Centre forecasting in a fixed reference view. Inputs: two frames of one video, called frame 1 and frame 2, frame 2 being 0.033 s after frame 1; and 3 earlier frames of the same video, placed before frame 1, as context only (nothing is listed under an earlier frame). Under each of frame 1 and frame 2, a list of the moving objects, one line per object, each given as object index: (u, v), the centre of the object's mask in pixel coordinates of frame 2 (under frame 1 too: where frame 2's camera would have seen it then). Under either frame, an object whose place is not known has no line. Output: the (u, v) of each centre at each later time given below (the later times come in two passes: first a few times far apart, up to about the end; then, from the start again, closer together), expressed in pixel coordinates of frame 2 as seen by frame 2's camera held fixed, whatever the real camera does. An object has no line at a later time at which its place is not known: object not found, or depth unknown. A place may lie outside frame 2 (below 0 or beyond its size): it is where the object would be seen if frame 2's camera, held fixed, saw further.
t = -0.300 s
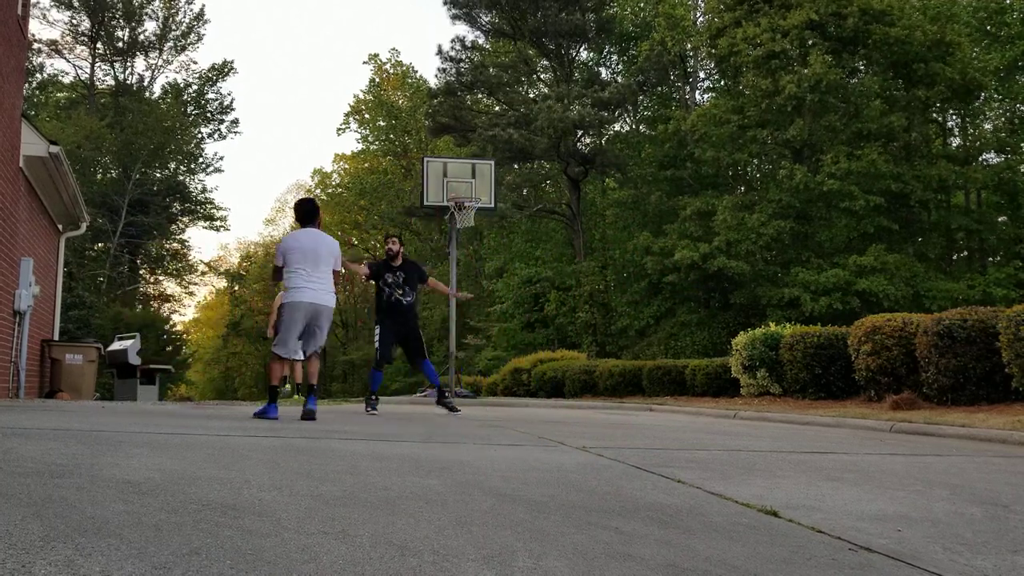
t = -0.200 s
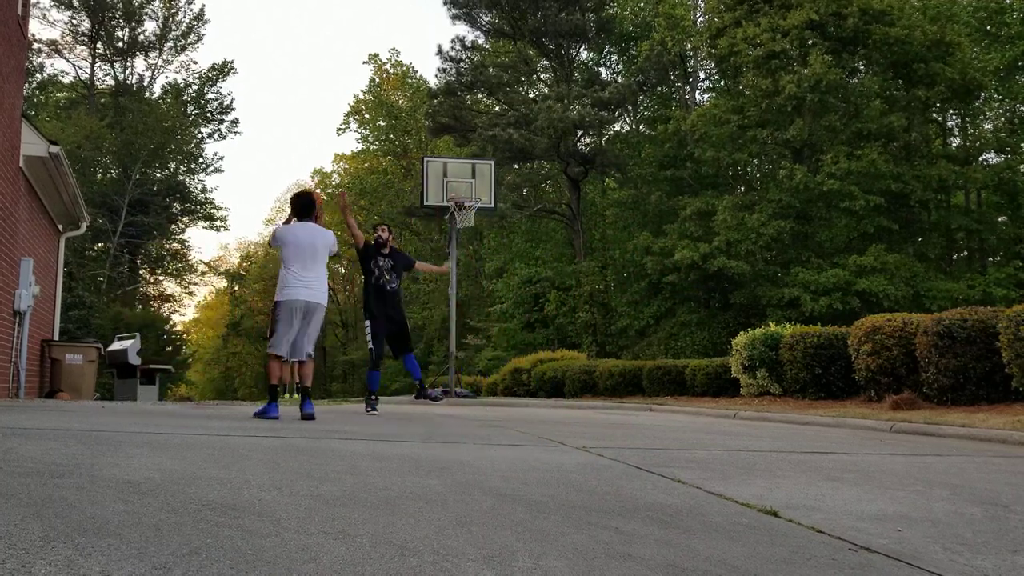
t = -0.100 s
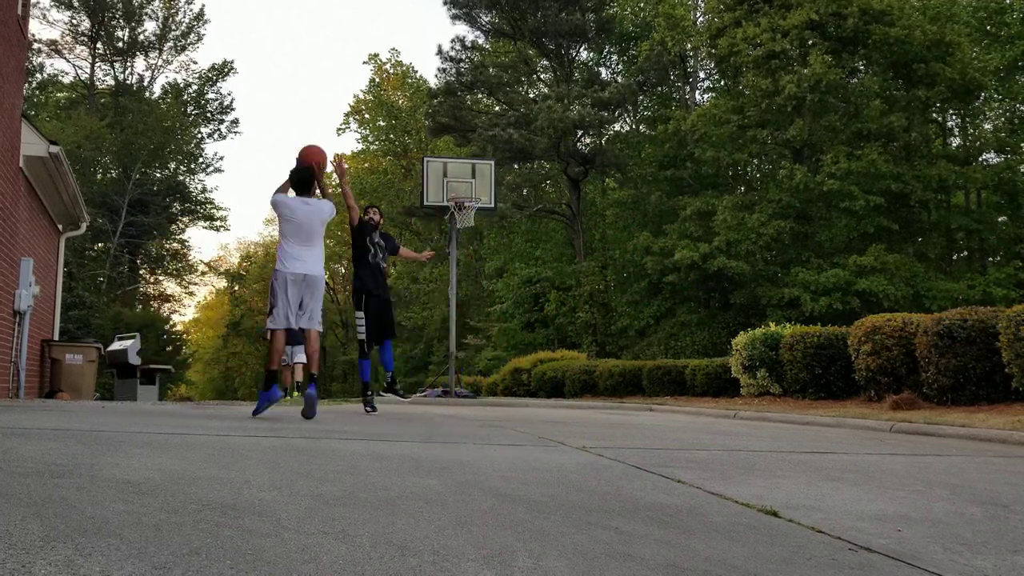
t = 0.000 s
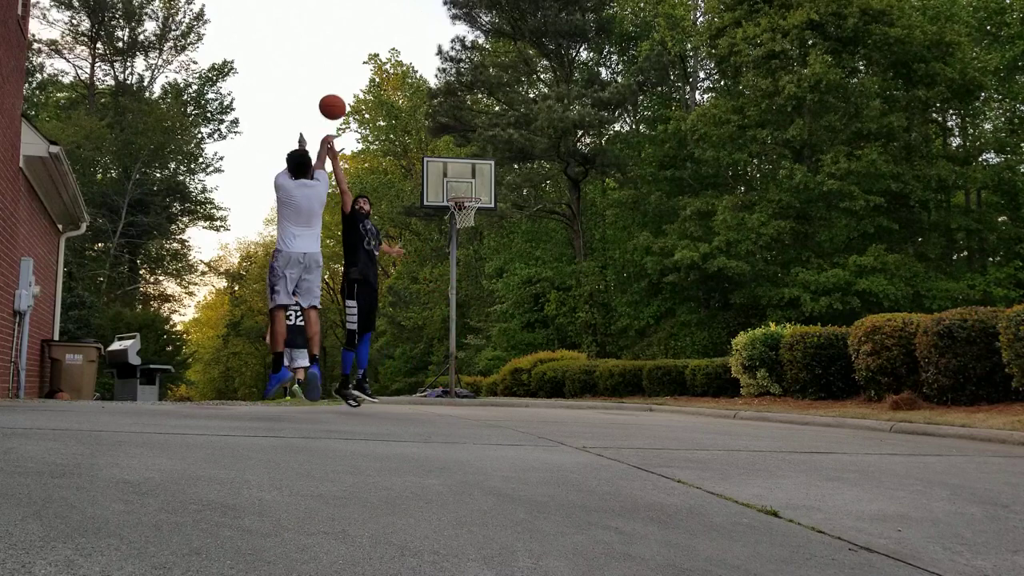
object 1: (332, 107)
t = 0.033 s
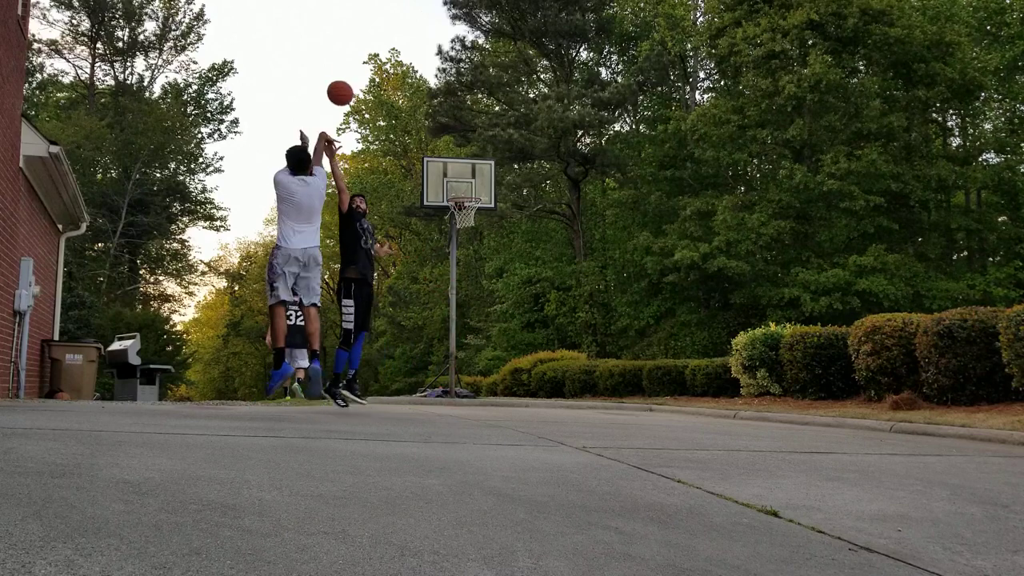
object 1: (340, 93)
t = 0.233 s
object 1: (379, 41)
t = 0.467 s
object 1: (414, 36)
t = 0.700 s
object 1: (442, 71)
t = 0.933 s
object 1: (464, 137)
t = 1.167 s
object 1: (466, 189)
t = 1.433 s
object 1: (444, 185)
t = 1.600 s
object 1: (430, 204)
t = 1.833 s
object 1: (411, 264)
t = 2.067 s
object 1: (390, 368)
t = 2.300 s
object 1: (382, 330)
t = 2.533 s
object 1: (379, 275)
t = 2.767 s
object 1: (374, 260)
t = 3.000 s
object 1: (368, 285)
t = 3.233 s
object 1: (362, 349)
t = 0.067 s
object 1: (347, 80)
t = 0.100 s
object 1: (354, 70)
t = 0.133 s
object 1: (361, 61)
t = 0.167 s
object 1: (367, 53)
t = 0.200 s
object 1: (373, 46)
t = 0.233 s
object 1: (379, 41)
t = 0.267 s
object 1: (385, 37)
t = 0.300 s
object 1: (390, 34)
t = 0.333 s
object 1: (395, 33)
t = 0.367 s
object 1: (400, 32)
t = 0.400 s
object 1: (405, 32)
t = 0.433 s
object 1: (410, 33)
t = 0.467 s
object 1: (414, 36)
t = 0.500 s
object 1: (419, 38)
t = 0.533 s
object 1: (423, 42)
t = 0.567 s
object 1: (427, 46)
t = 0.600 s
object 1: (431, 51)
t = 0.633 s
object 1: (435, 57)
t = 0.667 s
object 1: (439, 64)
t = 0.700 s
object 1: (442, 71)
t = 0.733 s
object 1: (446, 79)
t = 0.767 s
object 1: (449, 86)
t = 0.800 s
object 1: (452, 95)
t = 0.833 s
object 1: (455, 105)
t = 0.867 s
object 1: (458, 114)
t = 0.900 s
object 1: (461, 125)
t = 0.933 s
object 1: (464, 137)
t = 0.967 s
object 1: (466, 148)
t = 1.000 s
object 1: (469, 160)
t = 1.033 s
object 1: (472, 172)
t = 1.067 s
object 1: (474, 185)
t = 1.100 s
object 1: (475, 194)
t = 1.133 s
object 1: (471, 192)
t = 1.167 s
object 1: (466, 189)
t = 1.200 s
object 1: (461, 188)
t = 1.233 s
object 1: (457, 186)
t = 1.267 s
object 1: (455, 185)
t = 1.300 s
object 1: (453, 183)
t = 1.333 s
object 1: (451, 183)
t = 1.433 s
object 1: (444, 185)
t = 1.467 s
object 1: (441, 187)
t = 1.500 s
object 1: (438, 191)
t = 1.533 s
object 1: (436, 195)
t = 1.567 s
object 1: (433, 199)
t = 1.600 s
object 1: (430, 204)
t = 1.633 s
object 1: (428, 211)
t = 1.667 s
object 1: (426, 217)
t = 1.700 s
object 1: (423, 225)
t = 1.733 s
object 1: (420, 233)
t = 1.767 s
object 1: (417, 243)
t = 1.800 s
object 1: (414, 253)
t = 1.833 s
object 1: (411, 264)
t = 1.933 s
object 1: (402, 303)
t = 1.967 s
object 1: (399, 318)
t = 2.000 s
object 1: (396, 334)
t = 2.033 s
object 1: (393, 350)
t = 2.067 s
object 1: (390, 368)
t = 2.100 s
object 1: (387, 386)
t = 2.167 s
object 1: (384, 378)
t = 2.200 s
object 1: (384, 365)
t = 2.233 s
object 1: (383, 353)
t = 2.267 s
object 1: (383, 341)
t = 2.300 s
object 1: (382, 330)
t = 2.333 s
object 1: (381, 319)
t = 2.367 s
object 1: (381, 310)
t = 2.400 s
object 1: (381, 302)
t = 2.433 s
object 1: (381, 295)
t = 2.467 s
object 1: (380, 287)
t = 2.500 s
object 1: (379, 281)
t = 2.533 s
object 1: (379, 275)
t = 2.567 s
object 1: (379, 271)
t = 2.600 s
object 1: (378, 267)
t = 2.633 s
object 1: (377, 264)
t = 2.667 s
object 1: (376, 262)
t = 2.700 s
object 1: (375, 261)
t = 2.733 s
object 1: (375, 260)
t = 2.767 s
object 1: (374, 260)
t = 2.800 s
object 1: (374, 261)
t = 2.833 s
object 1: (373, 262)
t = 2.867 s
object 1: (372, 264)
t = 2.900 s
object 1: (371, 268)
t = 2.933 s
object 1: (370, 273)
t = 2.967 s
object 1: (369, 278)
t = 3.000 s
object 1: (368, 285)
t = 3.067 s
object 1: (367, 298)
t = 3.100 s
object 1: (366, 307)
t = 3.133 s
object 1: (365, 316)
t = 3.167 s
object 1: (364, 326)
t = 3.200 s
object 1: (363, 337)
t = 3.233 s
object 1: (362, 349)
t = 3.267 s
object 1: (361, 362)
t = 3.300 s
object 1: (360, 376)
